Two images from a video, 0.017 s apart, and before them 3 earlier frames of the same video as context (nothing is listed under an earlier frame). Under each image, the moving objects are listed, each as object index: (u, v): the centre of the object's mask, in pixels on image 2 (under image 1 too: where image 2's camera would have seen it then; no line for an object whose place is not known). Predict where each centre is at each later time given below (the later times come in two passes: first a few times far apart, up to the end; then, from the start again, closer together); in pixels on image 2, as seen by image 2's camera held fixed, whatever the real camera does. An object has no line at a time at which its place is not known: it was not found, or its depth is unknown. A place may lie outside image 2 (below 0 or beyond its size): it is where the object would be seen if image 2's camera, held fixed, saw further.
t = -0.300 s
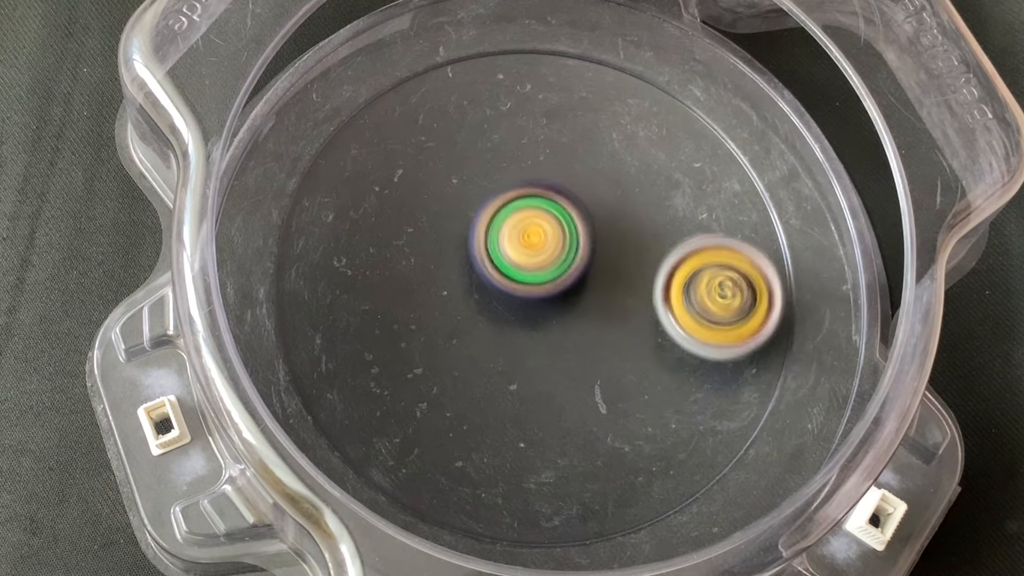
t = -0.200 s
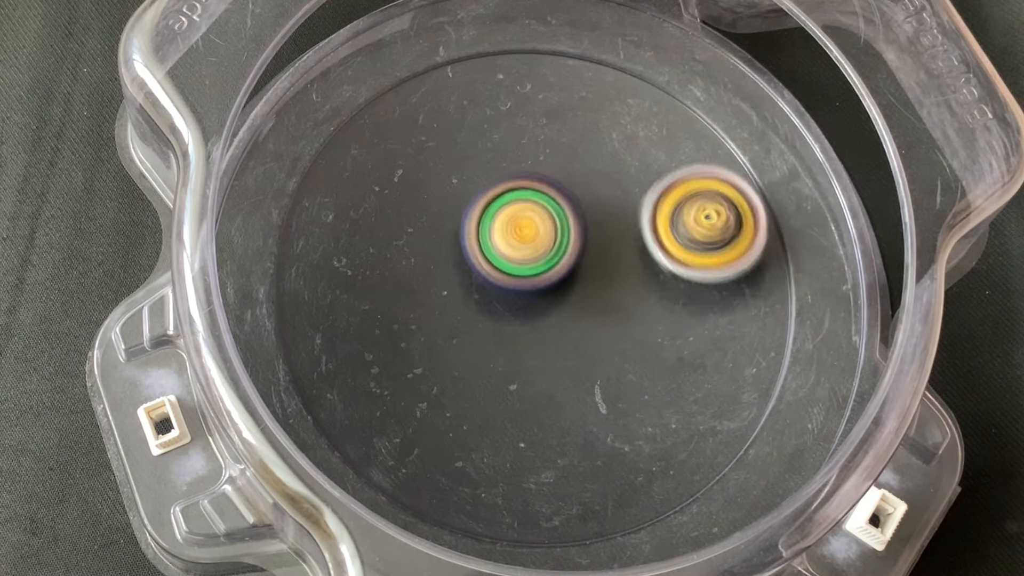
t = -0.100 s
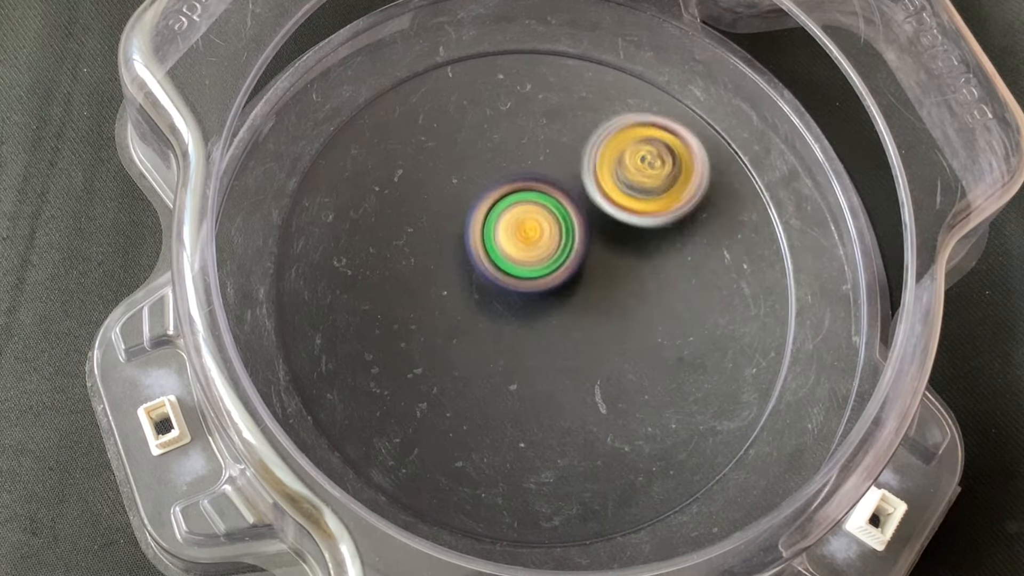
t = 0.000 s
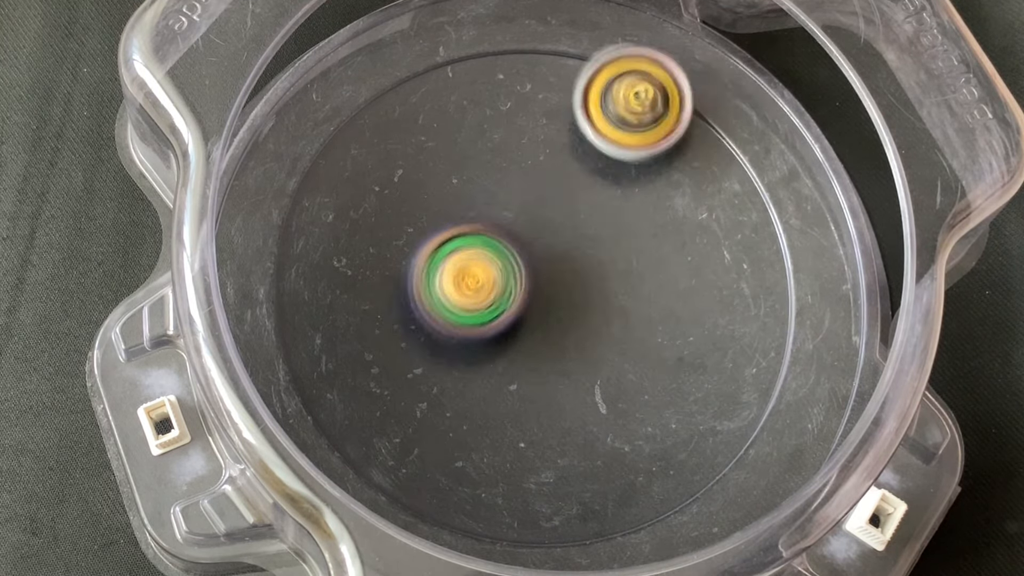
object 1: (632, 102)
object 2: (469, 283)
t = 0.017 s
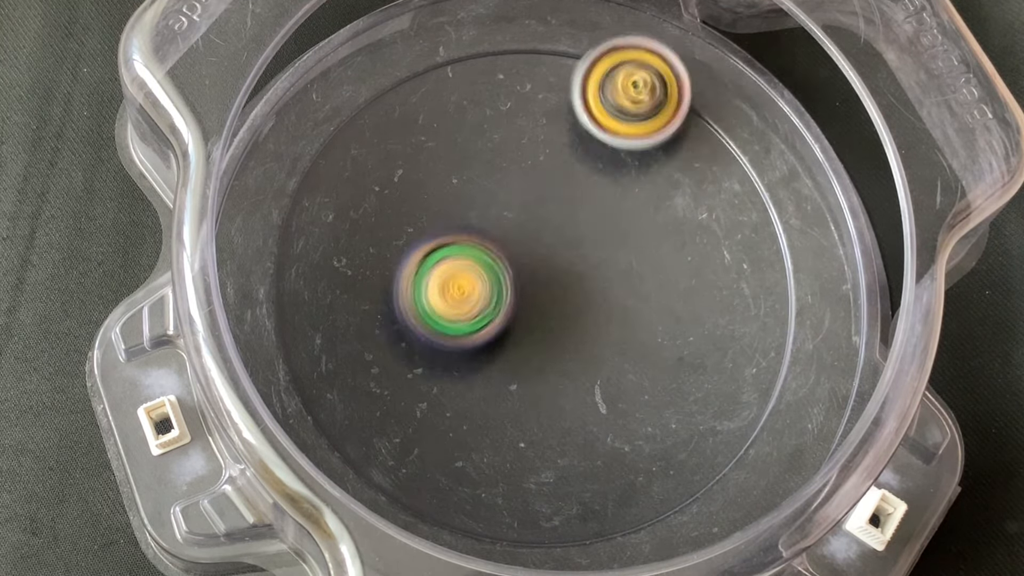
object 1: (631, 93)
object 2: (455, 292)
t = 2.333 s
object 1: (616, 426)
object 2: (523, 265)
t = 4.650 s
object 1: (483, 196)
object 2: (612, 285)
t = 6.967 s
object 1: (432, 251)
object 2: (610, 283)
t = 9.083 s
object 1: (460, 263)
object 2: (601, 288)
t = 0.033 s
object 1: (628, 84)
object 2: (444, 300)
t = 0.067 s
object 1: (616, 72)
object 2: (423, 313)
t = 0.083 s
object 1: (607, 68)
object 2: (414, 319)
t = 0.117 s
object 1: (587, 63)
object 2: (399, 327)
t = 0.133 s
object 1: (574, 61)
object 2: (390, 330)
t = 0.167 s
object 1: (549, 62)
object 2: (375, 330)
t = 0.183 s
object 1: (537, 64)
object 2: (368, 328)
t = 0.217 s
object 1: (511, 73)
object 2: (354, 322)
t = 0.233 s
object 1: (499, 79)
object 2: (348, 318)
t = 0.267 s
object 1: (474, 96)
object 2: (341, 308)
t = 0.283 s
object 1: (463, 106)
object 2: (338, 304)
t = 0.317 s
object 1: (443, 131)
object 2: (335, 293)
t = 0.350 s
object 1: (430, 160)
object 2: (337, 284)
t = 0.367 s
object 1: (425, 174)
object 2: (339, 279)
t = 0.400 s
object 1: (438, 189)
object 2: (331, 287)
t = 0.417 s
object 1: (458, 183)
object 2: (316, 307)
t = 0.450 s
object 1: (498, 174)
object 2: (294, 334)
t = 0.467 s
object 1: (517, 170)
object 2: (295, 343)
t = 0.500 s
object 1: (553, 167)
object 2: (299, 365)
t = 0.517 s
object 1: (570, 166)
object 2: (301, 374)
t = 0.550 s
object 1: (599, 164)
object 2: (308, 392)
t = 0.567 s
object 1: (611, 163)
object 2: (309, 400)
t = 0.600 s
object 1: (633, 162)
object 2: (316, 412)
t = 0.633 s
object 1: (649, 161)
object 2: (317, 423)
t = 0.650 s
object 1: (655, 160)
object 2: (320, 427)
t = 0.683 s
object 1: (663, 158)
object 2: (325, 430)
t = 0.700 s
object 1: (666, 157)
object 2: (329, 428)
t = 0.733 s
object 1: (669, 154)
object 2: (331, 428)
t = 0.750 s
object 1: (669, 152)
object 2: (332, 427)
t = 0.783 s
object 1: (667, 149)
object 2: (333, 425)
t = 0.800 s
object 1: (666, 148)
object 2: (333, 423)
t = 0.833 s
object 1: (661, 145)
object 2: (334, 418)
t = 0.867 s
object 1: (653, 143)
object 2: (335, 411)
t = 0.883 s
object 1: (649, 143)
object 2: (335, 406)
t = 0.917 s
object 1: (638, 143)
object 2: (341, 395)
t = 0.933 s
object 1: (633, 144)
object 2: (346, 387)
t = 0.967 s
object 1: (620, 149)
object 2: (360, 372)
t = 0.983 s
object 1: (613, 153)
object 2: (368, 364)
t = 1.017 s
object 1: (601, 163)
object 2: (384, 347)
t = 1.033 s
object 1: (596, 170)
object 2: (394, 340)
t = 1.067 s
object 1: (587, 185)
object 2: (412, 325)
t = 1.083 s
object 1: (584, 195)
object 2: (422, 317)
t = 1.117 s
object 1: (580, 214)
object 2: (442, 303)
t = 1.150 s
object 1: (579, 236)
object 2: (462, 288)
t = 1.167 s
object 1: (585, 244)
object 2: (469, 284)
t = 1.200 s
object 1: (611, 259)
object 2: (465, 280)
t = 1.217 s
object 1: (623, 266)
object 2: (465, 279)
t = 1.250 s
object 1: (644, 278)
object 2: (465, 278)
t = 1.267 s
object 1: (654, 283)
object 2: (466, 277)
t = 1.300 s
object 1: (671, 289)
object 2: (469, 276)
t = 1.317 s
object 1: (679, 291)
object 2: (469, 276)
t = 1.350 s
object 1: (693, 294)
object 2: (473, 274)
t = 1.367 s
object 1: (700, 294)
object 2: (474, 274)
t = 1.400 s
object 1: (711, 293)
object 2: (477, 273)
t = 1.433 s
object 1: (722, 291)
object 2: (481, 273)
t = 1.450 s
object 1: (726, 289)
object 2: (482, 272)
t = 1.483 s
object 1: (732, 285)
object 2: (485, 272)
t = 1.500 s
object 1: (734, 282)
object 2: (486, 272)
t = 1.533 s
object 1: (736, 276)
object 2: (490, 272)
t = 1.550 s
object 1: (736, 272)
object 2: (490, 271)
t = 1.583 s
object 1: (732, 265)
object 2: (491, 270)
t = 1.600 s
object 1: (728, 263)
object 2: (493, 271)
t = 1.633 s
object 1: (716, 258)
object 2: (494, 271)
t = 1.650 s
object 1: (709, 257)
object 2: (495, 271)
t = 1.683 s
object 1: (693, 255)
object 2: (496, 272)
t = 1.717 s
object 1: (676, 255)
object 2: (496, 272)
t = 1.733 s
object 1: (667, 256)
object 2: (497, 273)
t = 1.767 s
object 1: (647, 263)
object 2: (498, 274)
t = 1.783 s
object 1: (637, 267)
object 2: (499, 274)
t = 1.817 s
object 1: (626, 277)
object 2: (491, 276)
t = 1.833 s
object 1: (626, 283)
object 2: (482, 275)
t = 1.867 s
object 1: (623, 296)
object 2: (469, 277)
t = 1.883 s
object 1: (621, 303)
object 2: (463, 277)
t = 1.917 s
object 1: (616, 318)
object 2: (457, 276)
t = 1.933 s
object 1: (613, 326)
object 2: (455, 277)
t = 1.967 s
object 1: (609, 341)
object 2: (455, 277)
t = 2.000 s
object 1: (605, 357)
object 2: (458, 278)
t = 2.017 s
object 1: (604, 364)
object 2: (461, 277)
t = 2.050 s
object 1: (602, 378)
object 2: (467, 278)
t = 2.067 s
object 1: (601, 386)
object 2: (471, 276)
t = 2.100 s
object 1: (600, 397)
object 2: (479, 274)
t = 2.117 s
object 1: (601, 403)
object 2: (483, 272)
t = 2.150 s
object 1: (602, 412)
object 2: (491, 269)
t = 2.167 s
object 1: (603, 416)
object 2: (494, 268)
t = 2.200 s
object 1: (605, 422)
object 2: (502, 264)
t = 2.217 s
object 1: (606, 424)
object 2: (505, 265)
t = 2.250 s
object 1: (609, 427)
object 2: (511, 263)
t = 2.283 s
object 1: (613, 429)
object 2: (516, 263)
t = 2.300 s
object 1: (614, 428)
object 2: (518, 263)
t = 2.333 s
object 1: (616, 426)
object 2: (523, 265)
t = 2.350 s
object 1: (616, 423)
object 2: (524, 265)
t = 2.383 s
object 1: (612, 414)
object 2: (527, 266)
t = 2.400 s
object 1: (610, 409)
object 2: (527, 267)
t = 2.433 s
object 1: (605, 396)
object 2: (530, 268)
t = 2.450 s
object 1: (601, 390)
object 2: (530, 268)
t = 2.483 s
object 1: (591, 378)
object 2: (532, 268)
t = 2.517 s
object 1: (592, 393)
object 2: (523, 248)
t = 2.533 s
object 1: (594, 405)
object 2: (516, 232)
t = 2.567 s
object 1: (597, 421)
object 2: (503, 206)
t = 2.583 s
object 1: (599, 428)
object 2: (498, 195)
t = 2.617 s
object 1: (603, 438)
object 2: (489, 177)
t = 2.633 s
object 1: (606, 442)
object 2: (486, 170)
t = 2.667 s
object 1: (611, 445)
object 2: (483, 158)
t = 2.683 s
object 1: (612, 445)
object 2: (483, 155)
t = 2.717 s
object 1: (615, 443)
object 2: (487, 148)
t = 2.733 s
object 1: (615, 439)
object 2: (489, 146)
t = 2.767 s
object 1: (613, 430)
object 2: (496, 144)
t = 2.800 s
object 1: (609, 418)
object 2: (504, 144)
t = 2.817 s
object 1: (606, 412)
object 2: (507, 145)
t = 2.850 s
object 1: (600, 397)
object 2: (515, 150)
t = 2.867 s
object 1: (595, 390)
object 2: (519, 152)
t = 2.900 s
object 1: (584, 376)
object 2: (528, 158)
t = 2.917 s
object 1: (577, 369)
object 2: (532, 162)
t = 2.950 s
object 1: (562, 357)
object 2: (541, 169)
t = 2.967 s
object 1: (553, 351)
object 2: (544, 175)
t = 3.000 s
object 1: (535, 342)
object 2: (552, 184)
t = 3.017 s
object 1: (526, 337)
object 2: (555, 190)
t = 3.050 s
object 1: (507, 331)
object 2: (561, 199)
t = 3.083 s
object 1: (490, 325)
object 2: (565, 209)
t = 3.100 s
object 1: (481, 324)
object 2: (566, 214)
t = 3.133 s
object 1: (464, 320)
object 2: (568, 223)
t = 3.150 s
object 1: (457, 319)
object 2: (569, 227)
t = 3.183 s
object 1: (442, 318)
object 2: (571, 235)
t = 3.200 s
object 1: (435, 317)
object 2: (571, 237)
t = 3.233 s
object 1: (422, 318)
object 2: (572, 244)
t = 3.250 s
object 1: (416, 318)
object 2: (572, 246)
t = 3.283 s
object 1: (405, 321)
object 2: (573, 251)
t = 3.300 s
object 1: (399, 322)
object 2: (573, 252)
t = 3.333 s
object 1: (390, 325)
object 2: (572, 254)
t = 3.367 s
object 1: (382, 329)
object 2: (571, 255)
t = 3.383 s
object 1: (378, 332)
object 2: (571, 255)
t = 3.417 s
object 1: (374, 337)
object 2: (569, 255)
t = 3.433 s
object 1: (372, 340)
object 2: (568, 254)
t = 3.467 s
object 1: (371, 346)
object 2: (566, 253)
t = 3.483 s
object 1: (372, 348)
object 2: (565, 252)
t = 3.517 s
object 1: (378, 352)
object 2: (562, 250)
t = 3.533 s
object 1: (382, 352)
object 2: (561, 249)
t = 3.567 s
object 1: (393, 352)
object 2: (558, 248)
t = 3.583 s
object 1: (399, 351)
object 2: (556, 247)
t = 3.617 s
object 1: (412, 349)
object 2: (554, 245)
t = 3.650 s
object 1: (426, 342)
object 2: (550, 244)
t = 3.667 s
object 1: (432, 339)
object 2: (549, 243)
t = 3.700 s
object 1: (445, 328)
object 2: (546, 243)
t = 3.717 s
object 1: (451, 321)
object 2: (544, 243)
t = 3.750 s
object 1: (448, 316)
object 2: (553, 232)
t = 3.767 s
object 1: (444, 316)
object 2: (560, 223)
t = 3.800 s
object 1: (440, 312)
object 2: (573, 209)
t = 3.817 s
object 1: (439, 309)
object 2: (578, 205)
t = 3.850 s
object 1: (440, 300)
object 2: (586, 201)
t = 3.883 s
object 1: (443, 289)
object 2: (593, 203)
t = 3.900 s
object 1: (443, 284)
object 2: (596, 206)
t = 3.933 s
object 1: (445, 272)
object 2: (601, 211)
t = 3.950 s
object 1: (445, 268)
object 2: (602, 215)
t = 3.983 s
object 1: (446, 257)
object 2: (606, 222)
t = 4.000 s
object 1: (444, 252)
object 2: (607, 225)
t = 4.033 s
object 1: (444, 242)
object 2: (608, 230)
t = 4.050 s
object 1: (442, 237)
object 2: (608, 233)
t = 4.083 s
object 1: (441, 229)
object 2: (609, 239)
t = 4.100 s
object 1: (440, 225)
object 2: (609, 241)
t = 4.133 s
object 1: (438, 218)
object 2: (609, 244)
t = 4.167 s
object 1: (435, 213)
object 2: (609, 249)
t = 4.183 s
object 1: (434, 210)
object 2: (609, 250)
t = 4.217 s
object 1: (432, 207)
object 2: (608, 255)
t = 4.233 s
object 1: (432, 206)
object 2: (608, 256)
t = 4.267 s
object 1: (433, 206)
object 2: (608, 259)
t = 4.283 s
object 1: (435, 206)
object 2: (607, 260)
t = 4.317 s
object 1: (439, 209)
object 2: (606, 263)
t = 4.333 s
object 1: (442, 211)
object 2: (605, 264)
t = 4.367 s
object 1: (448, 216)
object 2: (604, 267)
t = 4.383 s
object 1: (452, 219)
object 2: (604, 268)
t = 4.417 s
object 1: (461, 223)
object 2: (602, 270)
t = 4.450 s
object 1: (472, 225)
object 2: (602, 272)
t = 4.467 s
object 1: (478, 226)
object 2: (601, 273)
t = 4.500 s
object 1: (485, 223)
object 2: (603, 276)
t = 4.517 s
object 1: (484, 220)
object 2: (607, 278)
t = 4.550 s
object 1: (483, 213)
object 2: (611, 282)
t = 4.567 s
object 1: (484, 210)
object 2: (612, 282)
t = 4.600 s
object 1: (484, 204)
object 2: (613, 284)
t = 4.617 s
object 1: (484, 202)
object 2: (613, 284)
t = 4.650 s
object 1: (483, 196)
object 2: (612, 285)
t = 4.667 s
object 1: (483, 195)
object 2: (612, 285)
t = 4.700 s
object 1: (482, 193)
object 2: (609, 286)
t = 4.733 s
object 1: (482, 193)
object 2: (608, 287)
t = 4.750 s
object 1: (481, 194)
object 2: (607, 286)
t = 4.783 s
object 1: (483, 197)
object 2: (604, 287)
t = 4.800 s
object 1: (483, 200)
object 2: (604, 287)
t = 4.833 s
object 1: (486, 206)
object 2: (602, 287)
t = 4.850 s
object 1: (487, 209)
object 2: (601, 287)
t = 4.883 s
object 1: (491, 216)
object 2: (599, 287)
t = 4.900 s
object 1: (490, 216)
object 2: (602, 289)
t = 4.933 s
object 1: (486, 215)
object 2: (608, 293)
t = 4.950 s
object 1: (485, 215)
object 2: (610, 296)
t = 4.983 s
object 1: (485, 216)
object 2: (612, 296)
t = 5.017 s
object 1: (485, 219)
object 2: (611, 296)
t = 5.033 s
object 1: (485, 221)
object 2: (611, 296)
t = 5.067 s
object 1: (488, 225)
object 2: (609, 295)
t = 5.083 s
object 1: (489, 228)
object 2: (607, 296)
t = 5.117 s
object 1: (493, 232)
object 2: (605, 295)
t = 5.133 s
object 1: (487, 230)
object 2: (611, 299)
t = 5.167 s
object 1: (478, 225)
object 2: (620, 305)
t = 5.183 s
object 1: (475, 224)
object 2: (623, 306)
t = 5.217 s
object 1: (469, 223)
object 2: (625, 307)
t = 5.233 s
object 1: (468, 224)
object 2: (624, 307)
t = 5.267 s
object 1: (465, 227)
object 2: (622, 307)
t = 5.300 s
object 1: (464, 232)
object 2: (620, 307)
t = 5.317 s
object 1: (465, 235)
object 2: (617, 306)
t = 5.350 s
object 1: (467, 242)
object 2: (615, 306)
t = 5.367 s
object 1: (468, 246)
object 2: (613, 305)
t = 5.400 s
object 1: (473, 253)
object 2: (609, 305)
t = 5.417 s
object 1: (477, 257)
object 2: (608, 304)
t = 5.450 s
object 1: (482, 263)
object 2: (608, 304)
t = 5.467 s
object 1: (480, 263)
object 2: (612, 305)
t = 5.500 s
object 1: (478, 263)
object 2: (615, 305)
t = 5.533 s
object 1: (478, 265)
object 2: (615, 305)
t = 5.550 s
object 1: (479, 265)
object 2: (615, 305)
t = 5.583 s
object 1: (481, 267)
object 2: (612, 304)
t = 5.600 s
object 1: (483, 268)
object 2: (611, 304)
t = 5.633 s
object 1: (479, 268)
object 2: (613, 304)
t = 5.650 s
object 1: (476, 268)
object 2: (615, 304)
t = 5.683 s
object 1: (473, 268)
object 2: (616, 302)
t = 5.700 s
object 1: (472, 268)
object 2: (615, 302)
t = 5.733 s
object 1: (471, 269)
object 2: (613, 301)
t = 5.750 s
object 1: (471, 270)
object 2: (611, 301)
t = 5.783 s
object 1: (473, 271)
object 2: (608, 301)
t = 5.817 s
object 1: (476, 273)
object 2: (606, 301)
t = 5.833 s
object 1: (477, 274)
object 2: (604, 300)
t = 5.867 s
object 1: (463, 271)
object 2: (617, 303)
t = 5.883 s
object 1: (456, 270)
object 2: (623, 302)
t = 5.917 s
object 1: (445, 271)
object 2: (631, 303)
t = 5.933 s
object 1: (440, 272)
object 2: (633, 302)
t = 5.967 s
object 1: (433, 277)
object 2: (633, 301)
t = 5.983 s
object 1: (430, 279)
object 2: (631, 301)
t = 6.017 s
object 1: (426, 286)
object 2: (629, 301)
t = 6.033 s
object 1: (425, 290)
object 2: (626, 301)
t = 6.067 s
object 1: (426, 297)
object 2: (624, 300)
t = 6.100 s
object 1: (430, 305)
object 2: (621, 300)
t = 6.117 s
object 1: (433, 308)
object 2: (618, 300)
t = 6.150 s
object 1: (442, 314)
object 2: (615, 300)
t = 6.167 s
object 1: (447, 317)
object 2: (613, 299)
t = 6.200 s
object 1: (459, 319)
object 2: (609, 299)
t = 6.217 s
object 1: (466, 320)
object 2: (608, 300)
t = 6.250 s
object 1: (480, 318)
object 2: (605, 299)
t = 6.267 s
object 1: (475, 317)
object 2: (614, 297)
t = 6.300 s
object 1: (463, 316)
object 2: (633, 291)
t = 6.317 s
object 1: (458, 314)
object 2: (641, 288)
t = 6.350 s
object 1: (451, 310)
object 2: (649, 283)
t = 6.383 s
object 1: (449, 306)
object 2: (651, 280)
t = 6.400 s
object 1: (447, 304)
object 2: (651, 279)
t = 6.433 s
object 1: (449, 299)
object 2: (647, 277)
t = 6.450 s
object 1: (451, 298)
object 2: (645, 277)
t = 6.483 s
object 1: (455, 294)
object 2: (639, 277)
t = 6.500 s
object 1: (458, 292)
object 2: (635, 277)
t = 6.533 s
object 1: (462, 288)
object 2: (628, 278)
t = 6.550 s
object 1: (464, 285)
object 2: (624, 279)
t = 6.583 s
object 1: (468, 280)
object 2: (617, 280)
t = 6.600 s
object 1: (469, 278)
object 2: (614, 280)
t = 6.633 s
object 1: (472, 272)
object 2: (608, 280)
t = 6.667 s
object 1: (474, 265)
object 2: (604, 280)
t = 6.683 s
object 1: (467, 262)
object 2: (610, 280)
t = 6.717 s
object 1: (453, 255)
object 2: (621, 281)
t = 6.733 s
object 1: (448, 252)
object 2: (626, 281)
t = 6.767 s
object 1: (439, 248)
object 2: (629, 280)
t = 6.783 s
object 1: (436, 246)
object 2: (628, 280)
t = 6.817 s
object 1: (430, 244)
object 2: (626, 280)
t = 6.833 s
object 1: (427, 245)
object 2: (624, 279)
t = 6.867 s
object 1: (423, 245)
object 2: (620, 280)
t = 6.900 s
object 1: (423, 246)
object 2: (616, 282)
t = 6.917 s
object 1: (425, 248)
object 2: (615, 281)
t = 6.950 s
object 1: (429, 251)
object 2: (611, 282)
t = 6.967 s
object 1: (432, 251)
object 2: (610, 283)
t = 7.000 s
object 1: (439, 256)
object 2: (606, 283)
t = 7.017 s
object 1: (442, 257)
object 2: (603, 284)
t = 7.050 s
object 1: (450, 261)
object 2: (600, 285)
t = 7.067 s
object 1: (455, 263)
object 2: (598, 284)
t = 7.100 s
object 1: (463, 264)
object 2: (594, 285)
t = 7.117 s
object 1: (467, 263)
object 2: (594, 285)
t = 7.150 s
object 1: (467, 260)
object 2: (603, 285)
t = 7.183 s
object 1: (469, 259)
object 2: (610, 283)
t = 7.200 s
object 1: (470, 258)
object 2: (610, 284)
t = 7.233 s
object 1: (474, 257)
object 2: (610, 283)
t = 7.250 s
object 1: (475, 257)
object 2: (609, 282)
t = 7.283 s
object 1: (480, 255)
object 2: (606, 282)
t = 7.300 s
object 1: (479, 255)
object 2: (608, 282)
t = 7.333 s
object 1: (476, 253)
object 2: (609, 282)
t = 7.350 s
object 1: (476, 252)
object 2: (609, 282)
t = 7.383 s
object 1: (476, 252)
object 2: (607, 282)
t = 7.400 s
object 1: (475, 252)
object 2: (606, 282)
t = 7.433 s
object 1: (477, 252)
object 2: (603, 283)
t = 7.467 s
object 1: (472, 250)
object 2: (608, 285)
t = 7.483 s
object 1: (469, 251)
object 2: (609, 286)
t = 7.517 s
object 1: (466, 249)
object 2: (609, 286)
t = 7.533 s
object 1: (466, 250)
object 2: (608, 286)
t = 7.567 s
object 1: (466, 250)
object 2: (606, 287)
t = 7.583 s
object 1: (467, 250)
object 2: (606, 286)
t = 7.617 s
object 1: (470, 251)
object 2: (603, 287)
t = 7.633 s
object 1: (470, 253)
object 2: (601, 288)
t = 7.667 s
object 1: (474, 255)
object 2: (600, 289)
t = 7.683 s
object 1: (476, 256)
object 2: (600, 290)
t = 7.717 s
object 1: (472, 254)
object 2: (603, 292)
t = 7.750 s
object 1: (470, 253)
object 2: (604, 293)
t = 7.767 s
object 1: (470, 252)
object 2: (604, 294)
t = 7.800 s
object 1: (471, 252)
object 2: (602, 294)
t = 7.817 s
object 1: (471, 253)
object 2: (600, 294)
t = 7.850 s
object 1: (474, 253)
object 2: (598, 295)
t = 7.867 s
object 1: (476, 254)
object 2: (597, 295)
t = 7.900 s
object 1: (465, 250)
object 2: (607, 300)
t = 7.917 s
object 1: (459, 247)
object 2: (612, 302)
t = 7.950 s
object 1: (451, 244)
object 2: (619, 304)
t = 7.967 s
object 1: (447, 245)
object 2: (621, 305)
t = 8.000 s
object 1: (442, 245)
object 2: (623, 305)
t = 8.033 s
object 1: (440, 246)
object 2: (621, 304)
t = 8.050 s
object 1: (440, 248)
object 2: (619, 304)
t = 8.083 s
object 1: (441, 251)
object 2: (615, 304)
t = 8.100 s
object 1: (441, 252)
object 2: (614, 303)
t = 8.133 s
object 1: (446, 255)
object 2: (609, 302)
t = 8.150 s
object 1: (449, 258)
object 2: (606, 302)
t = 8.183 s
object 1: (455, 262)
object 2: (601, 300)
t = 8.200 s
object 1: (458, 263)
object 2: (599, 300)
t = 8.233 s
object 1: (465, 267)
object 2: (594, 300)
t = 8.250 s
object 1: (466, 268)
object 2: (593, 299)
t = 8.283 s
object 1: (462, 265)
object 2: (599, 300)
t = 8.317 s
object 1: (461, 263)
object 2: (600, 299)
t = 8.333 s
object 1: (462, 263)
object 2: (599, 299)
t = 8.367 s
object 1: (463, 263)
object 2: (599, 299)
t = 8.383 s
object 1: (464, 262)
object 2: (598, 298)
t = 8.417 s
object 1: (467, 262)
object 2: (596, 298)
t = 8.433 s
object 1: (470, 263)
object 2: (595, 298)
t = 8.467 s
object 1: (470, 263)
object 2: (597, 299)
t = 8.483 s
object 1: (468, 261)
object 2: (598, 298)
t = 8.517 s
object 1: (468, 260)
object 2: (599, 298)
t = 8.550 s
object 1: (469, 260)
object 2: (598, 297)
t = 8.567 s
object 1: (469, 261)
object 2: (597, 296)
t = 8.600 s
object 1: (468, 260)
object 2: (598, 296)
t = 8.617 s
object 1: (467, 259)
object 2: (600, 296)
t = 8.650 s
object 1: (465, 259)
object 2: (600, 294)
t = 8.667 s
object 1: (464, 259)
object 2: (600, 294)
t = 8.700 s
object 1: (465, 260)
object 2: (599, 292)
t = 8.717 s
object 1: (468, 260)
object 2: (597, 292)
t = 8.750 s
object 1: (468, 261)
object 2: (596, 292)
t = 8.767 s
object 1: (463, 260)
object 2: (601, 293)
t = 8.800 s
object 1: (454, 258)
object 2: (611, 294)
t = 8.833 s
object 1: (449, 256)
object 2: (615, 293)
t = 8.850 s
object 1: (448, 256)
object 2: (616, 292)
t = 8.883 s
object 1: (448, 256)
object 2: (615, 291)
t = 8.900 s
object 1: (448, 255)
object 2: (614, 291)
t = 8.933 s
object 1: (450, 256)
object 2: (610, 290)
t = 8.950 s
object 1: (452, 257)
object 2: (608, 290)
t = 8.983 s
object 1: (456, 259)
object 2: (604, 289)
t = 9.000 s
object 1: (458, 260)
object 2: (601, 289)
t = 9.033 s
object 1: (464, 262)
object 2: (596, 288)
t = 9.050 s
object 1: (467, 264)
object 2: (595, 288)
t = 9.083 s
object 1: (460, 263)
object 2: (601, 288)
